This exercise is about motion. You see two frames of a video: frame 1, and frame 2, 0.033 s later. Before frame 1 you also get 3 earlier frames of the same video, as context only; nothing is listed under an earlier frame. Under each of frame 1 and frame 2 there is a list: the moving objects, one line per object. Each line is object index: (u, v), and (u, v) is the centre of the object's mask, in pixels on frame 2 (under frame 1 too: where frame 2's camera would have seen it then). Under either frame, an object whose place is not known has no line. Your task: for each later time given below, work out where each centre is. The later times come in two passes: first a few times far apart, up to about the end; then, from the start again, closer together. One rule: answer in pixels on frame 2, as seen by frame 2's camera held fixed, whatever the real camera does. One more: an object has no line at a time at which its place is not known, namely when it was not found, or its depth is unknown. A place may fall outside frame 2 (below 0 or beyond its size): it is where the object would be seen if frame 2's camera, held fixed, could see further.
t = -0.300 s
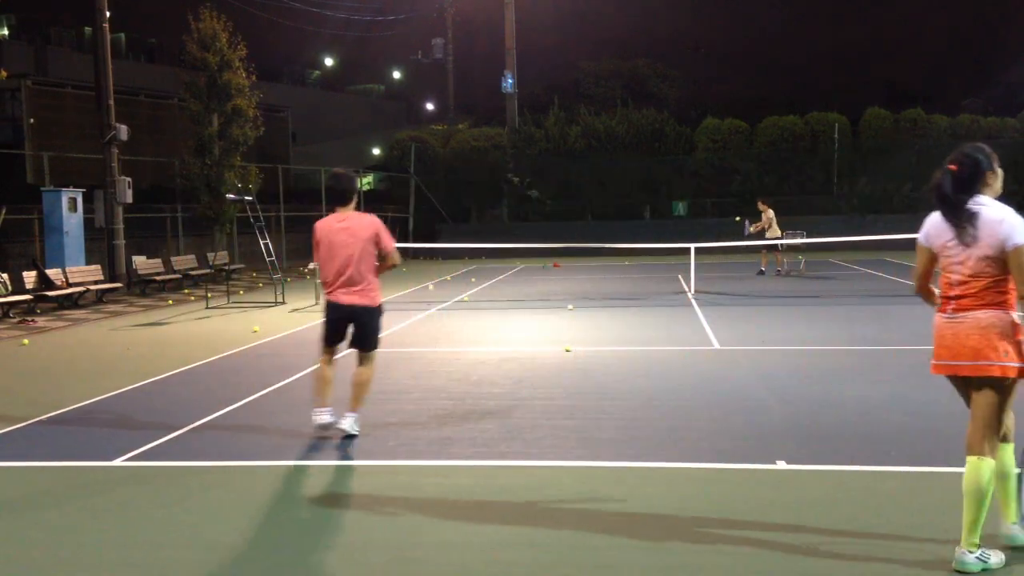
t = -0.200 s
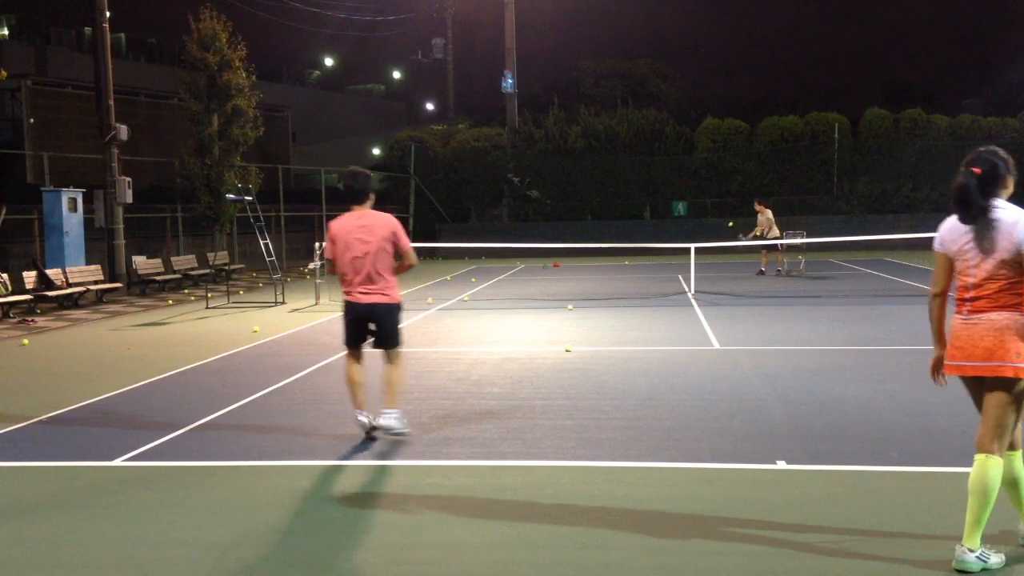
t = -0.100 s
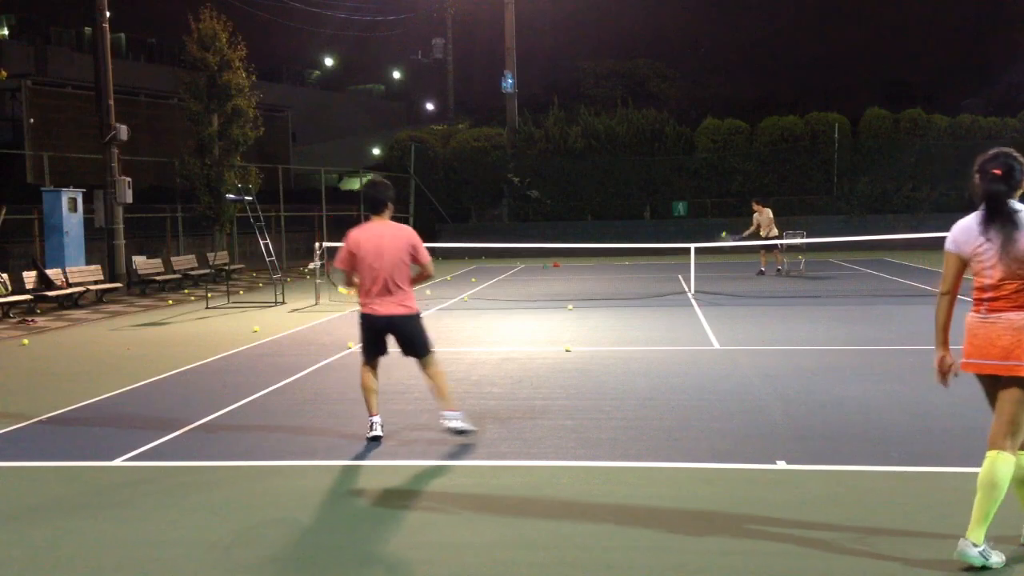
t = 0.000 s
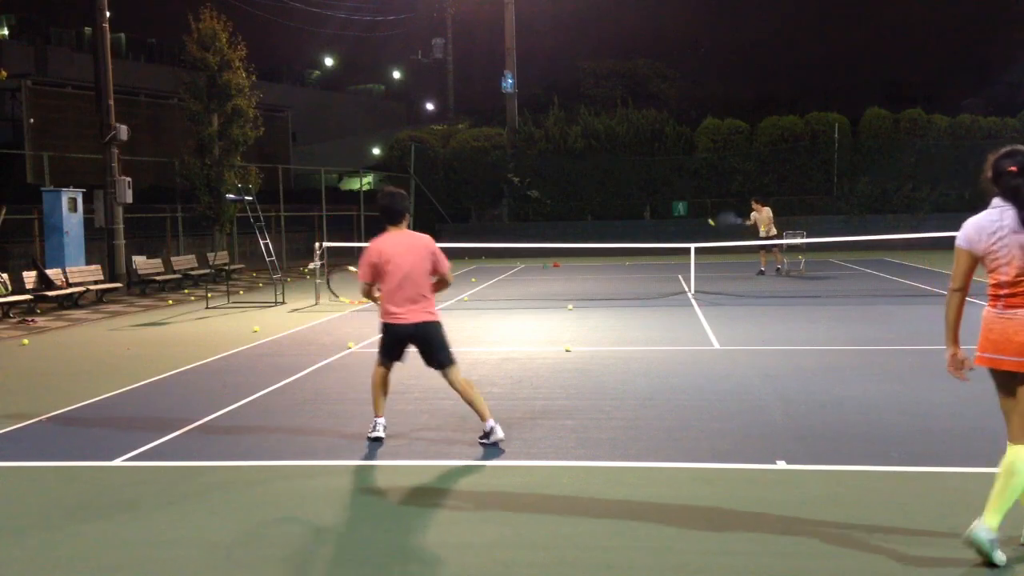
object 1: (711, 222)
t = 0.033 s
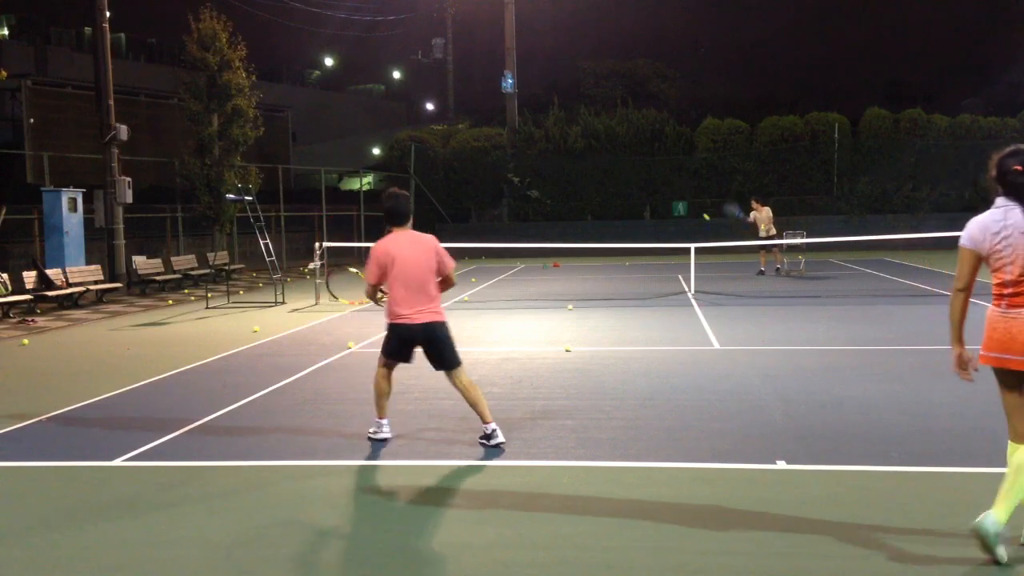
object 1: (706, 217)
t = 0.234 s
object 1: (672, 193)
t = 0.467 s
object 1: (621, 192)
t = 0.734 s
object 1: (537, 248)
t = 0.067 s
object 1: (701, 212)
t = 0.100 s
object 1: (695, 207)
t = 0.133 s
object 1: (690, 203)
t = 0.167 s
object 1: (684, 199)
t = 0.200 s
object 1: (678, 196)
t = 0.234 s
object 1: (672, 193)
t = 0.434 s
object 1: (629, 190)
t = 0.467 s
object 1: (621, 192)
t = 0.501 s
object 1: (612, 195)
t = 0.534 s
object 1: (603, 199)
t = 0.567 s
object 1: (594, 204)
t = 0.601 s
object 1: (583, 210)
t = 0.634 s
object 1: (573, 217)
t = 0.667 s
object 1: (562, 226)
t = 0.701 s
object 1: (550, 236)
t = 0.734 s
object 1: (537, 248)
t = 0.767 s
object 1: (525, 261)
